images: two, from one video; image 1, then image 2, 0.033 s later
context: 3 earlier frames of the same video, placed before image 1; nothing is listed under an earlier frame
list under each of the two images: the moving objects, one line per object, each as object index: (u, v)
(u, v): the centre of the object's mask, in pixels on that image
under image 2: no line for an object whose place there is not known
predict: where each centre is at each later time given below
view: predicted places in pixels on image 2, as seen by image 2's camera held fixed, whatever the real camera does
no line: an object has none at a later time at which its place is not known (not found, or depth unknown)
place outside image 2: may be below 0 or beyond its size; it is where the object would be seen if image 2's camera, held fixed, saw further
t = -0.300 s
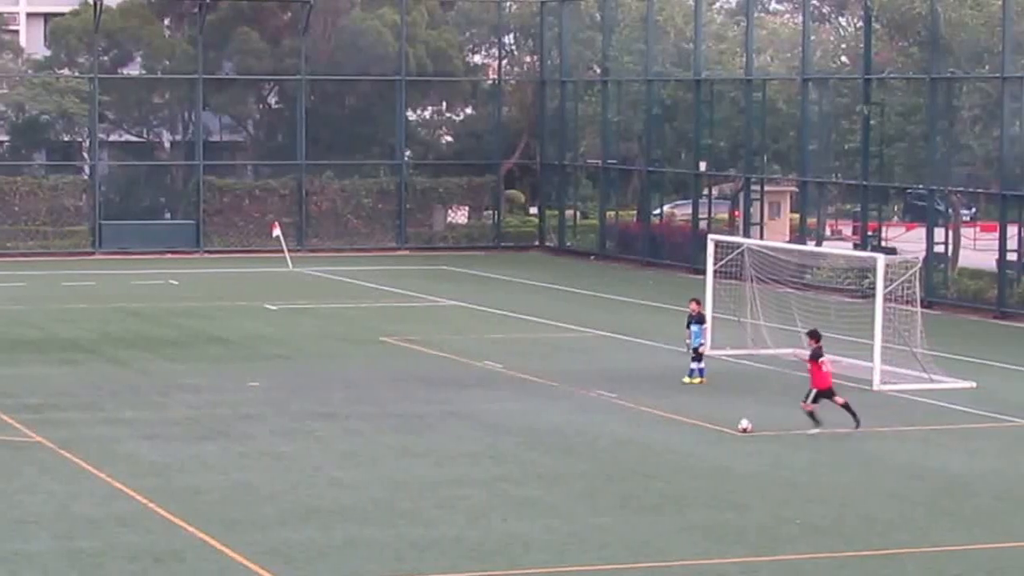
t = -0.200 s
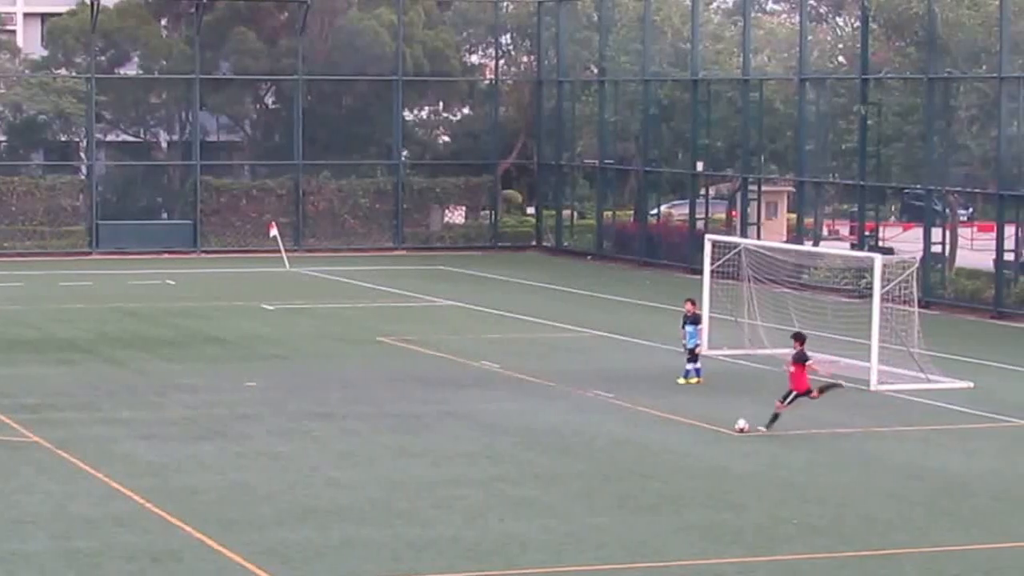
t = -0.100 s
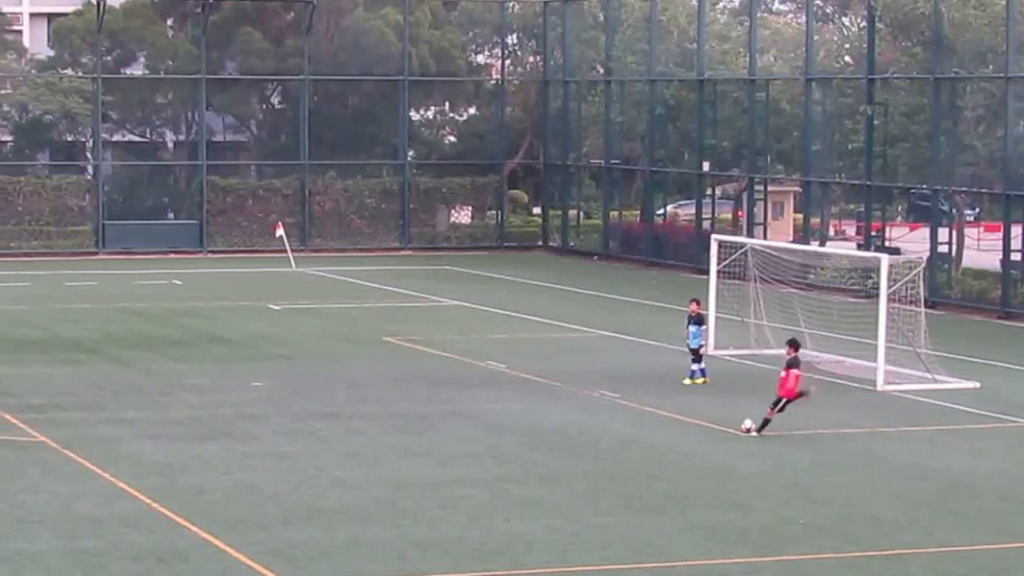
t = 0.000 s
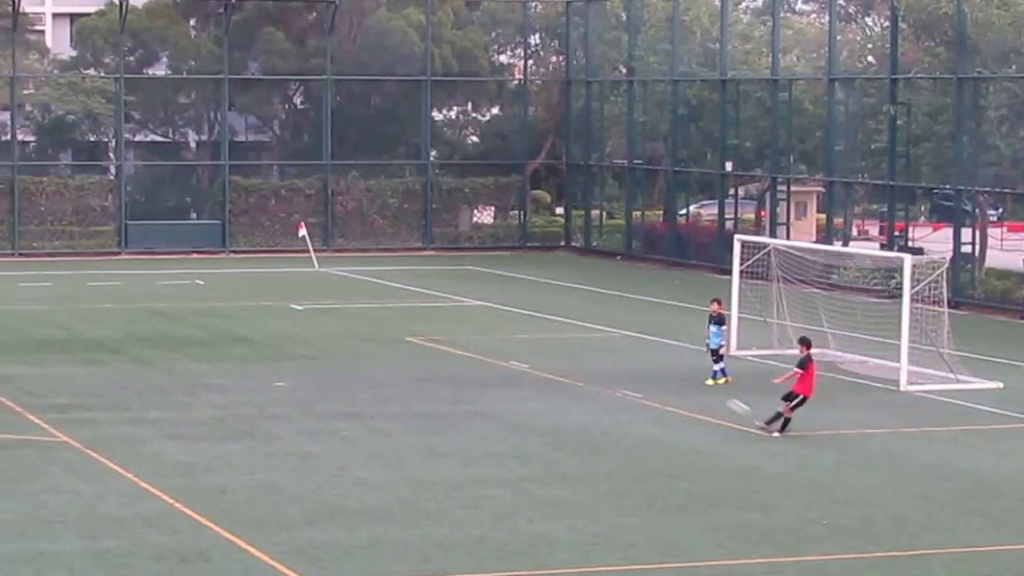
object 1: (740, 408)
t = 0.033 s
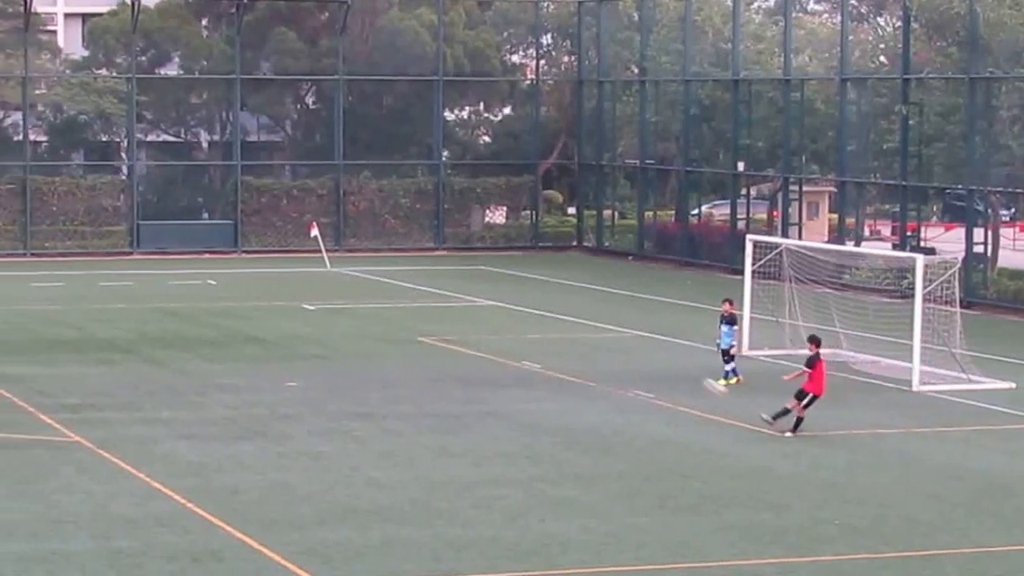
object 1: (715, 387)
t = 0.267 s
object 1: (466, 261)
